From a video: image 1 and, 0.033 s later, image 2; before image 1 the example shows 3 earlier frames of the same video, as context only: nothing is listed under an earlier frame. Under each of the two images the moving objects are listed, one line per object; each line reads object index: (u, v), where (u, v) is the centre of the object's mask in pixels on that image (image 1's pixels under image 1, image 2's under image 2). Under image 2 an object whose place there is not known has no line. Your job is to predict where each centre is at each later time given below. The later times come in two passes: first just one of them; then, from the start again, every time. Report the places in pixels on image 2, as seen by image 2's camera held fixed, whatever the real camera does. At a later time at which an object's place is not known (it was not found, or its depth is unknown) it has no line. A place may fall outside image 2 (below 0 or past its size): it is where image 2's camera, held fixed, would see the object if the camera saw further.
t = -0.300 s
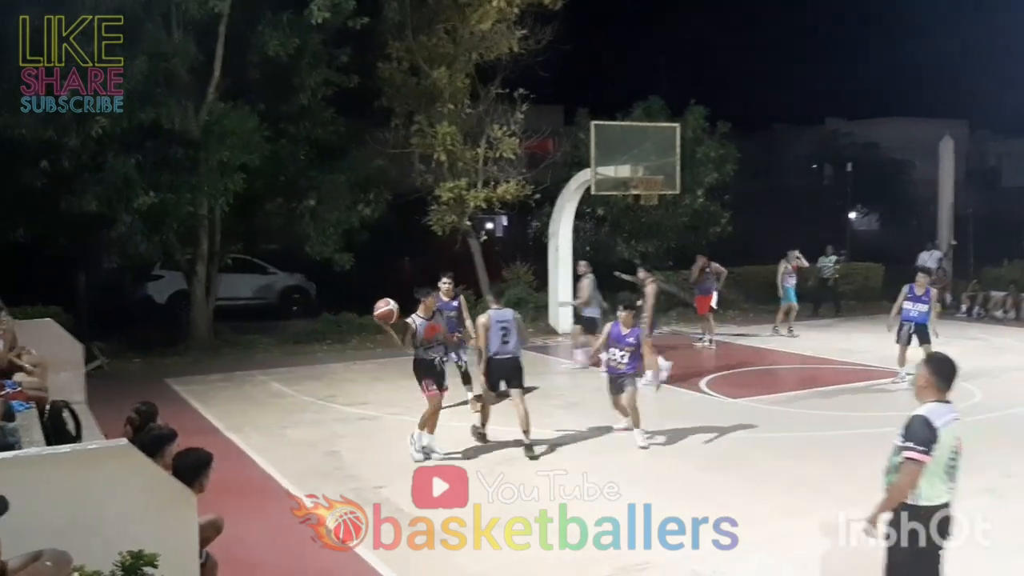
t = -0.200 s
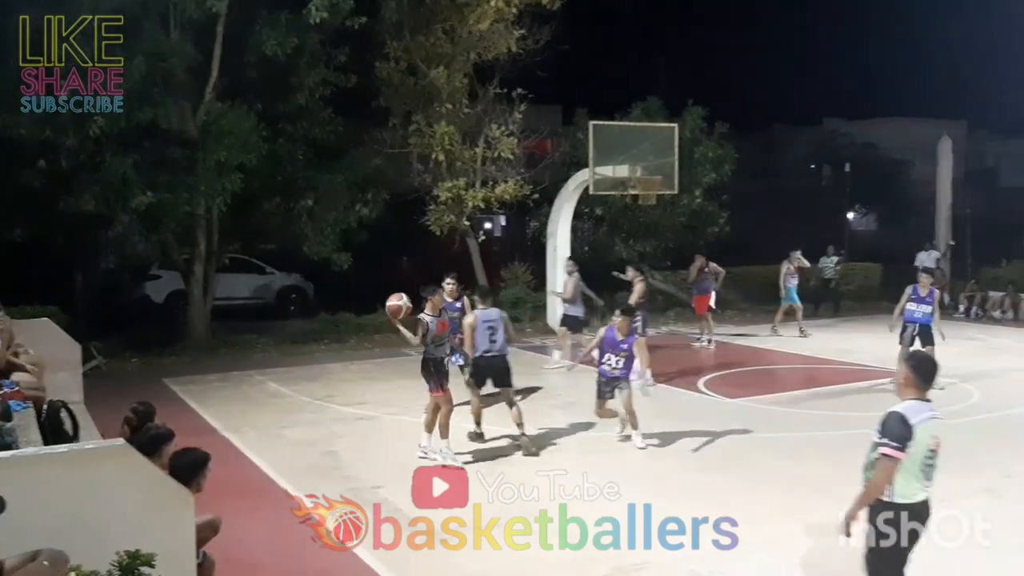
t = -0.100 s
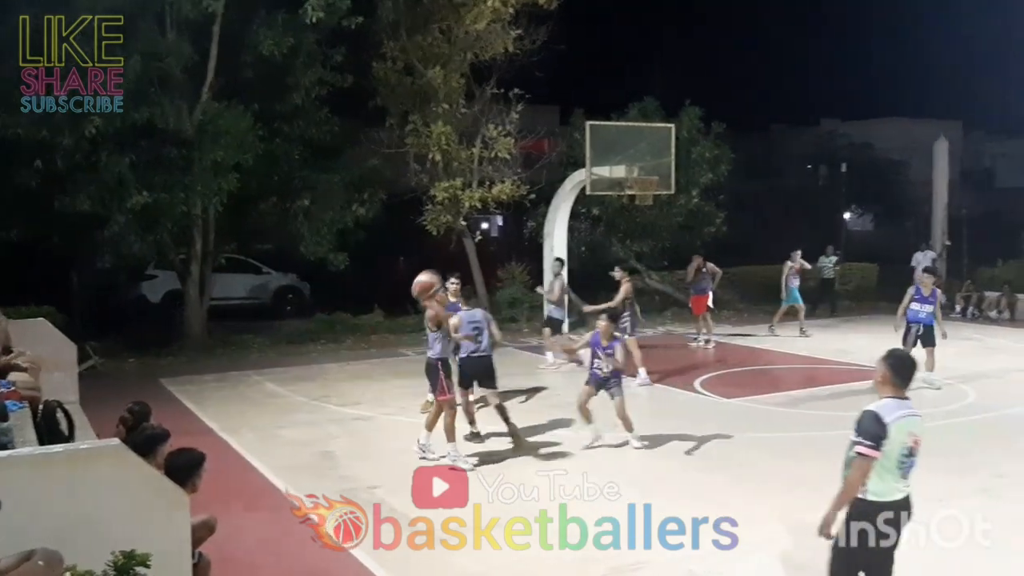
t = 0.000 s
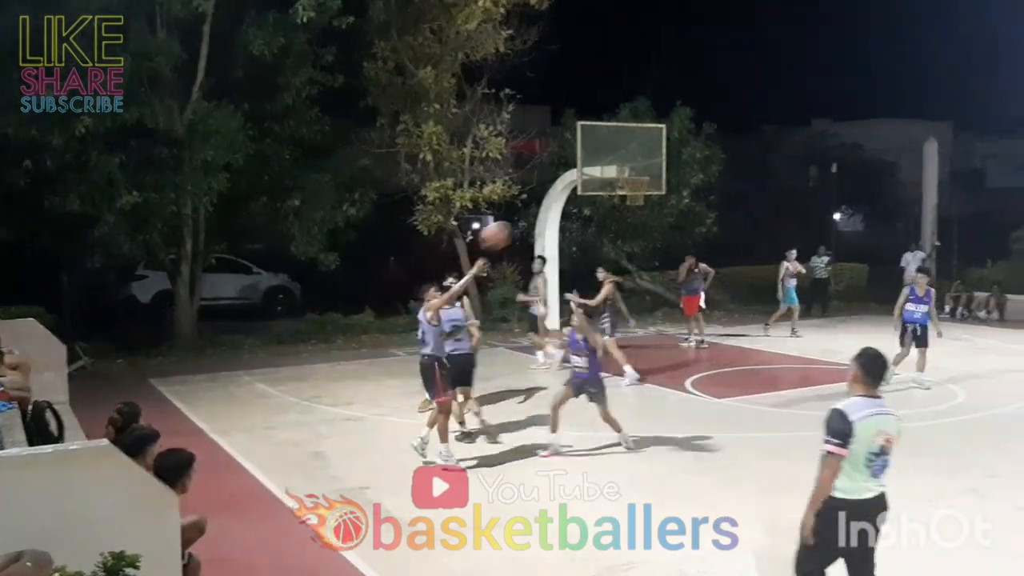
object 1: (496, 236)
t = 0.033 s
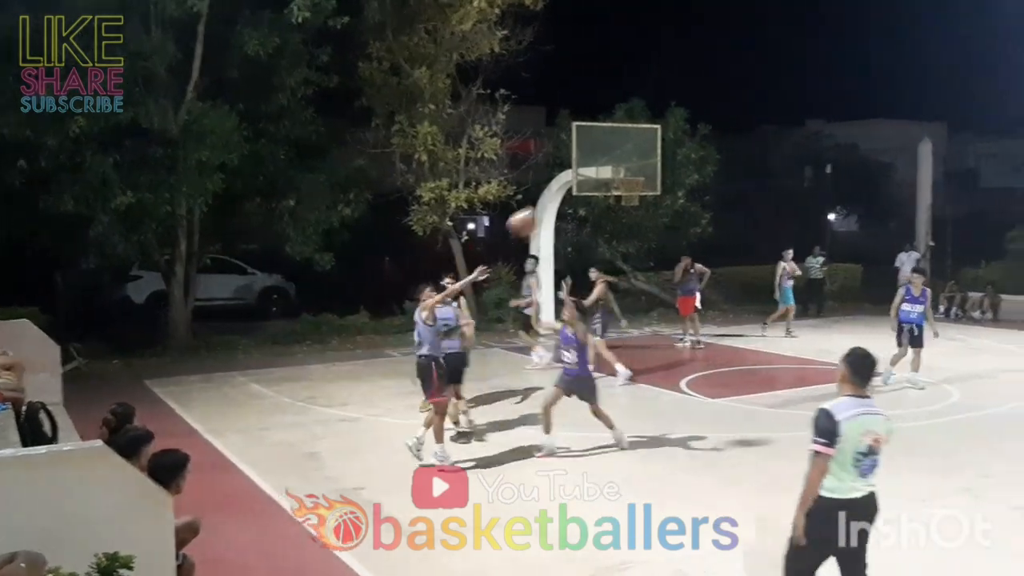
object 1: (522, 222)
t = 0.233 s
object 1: (713, 160)
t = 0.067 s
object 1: (559, 209)
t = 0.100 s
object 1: (588, 197)
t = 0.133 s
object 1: (619, 185)
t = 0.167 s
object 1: (653, 176)
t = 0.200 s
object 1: (683, 167)
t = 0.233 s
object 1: (713, 160)
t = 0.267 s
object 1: (744, 153)
